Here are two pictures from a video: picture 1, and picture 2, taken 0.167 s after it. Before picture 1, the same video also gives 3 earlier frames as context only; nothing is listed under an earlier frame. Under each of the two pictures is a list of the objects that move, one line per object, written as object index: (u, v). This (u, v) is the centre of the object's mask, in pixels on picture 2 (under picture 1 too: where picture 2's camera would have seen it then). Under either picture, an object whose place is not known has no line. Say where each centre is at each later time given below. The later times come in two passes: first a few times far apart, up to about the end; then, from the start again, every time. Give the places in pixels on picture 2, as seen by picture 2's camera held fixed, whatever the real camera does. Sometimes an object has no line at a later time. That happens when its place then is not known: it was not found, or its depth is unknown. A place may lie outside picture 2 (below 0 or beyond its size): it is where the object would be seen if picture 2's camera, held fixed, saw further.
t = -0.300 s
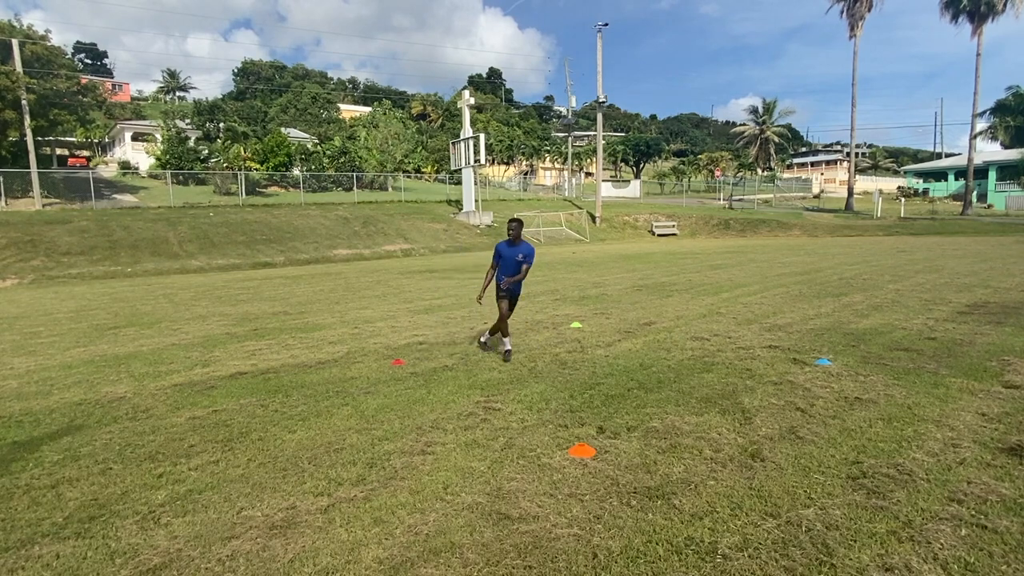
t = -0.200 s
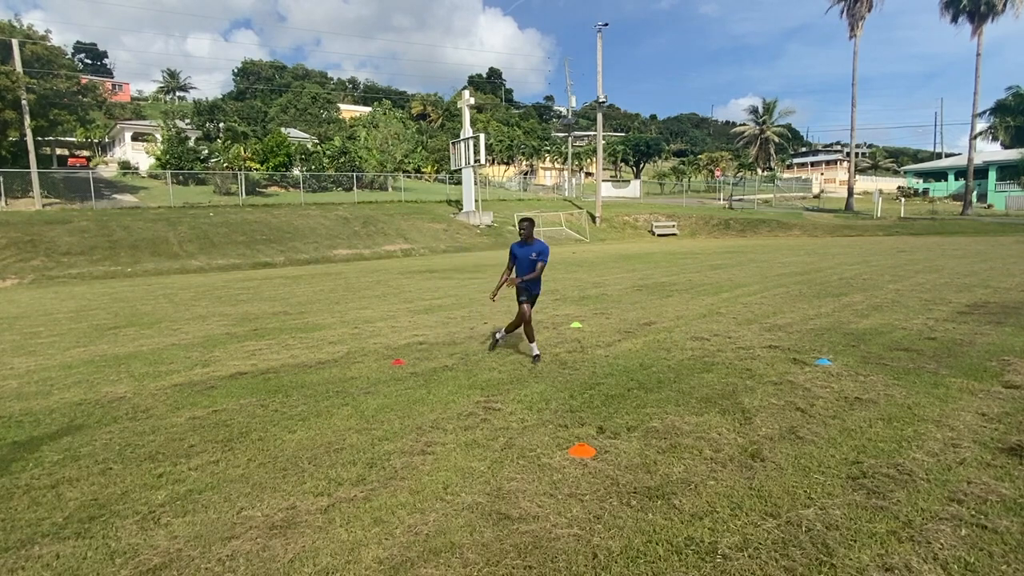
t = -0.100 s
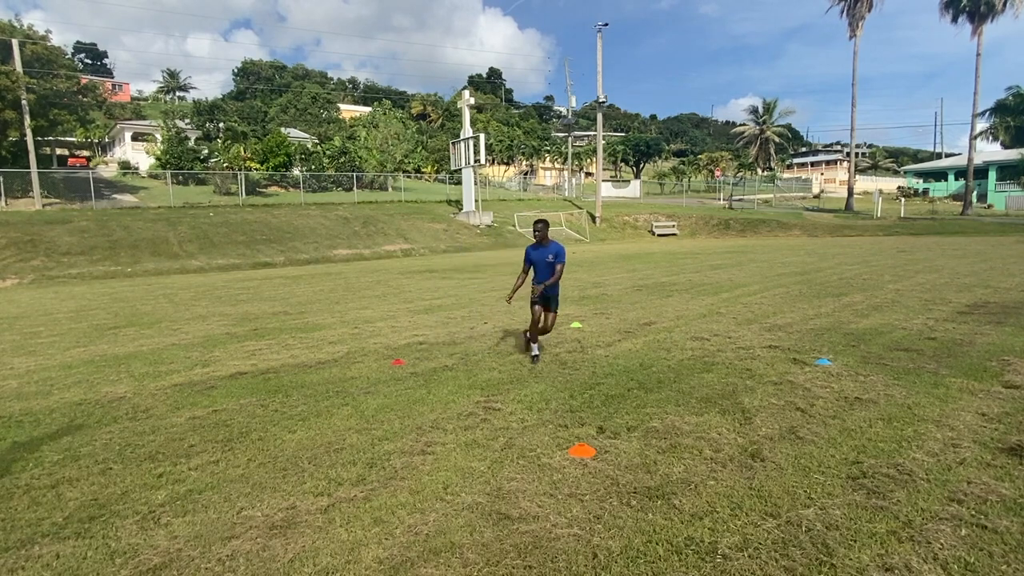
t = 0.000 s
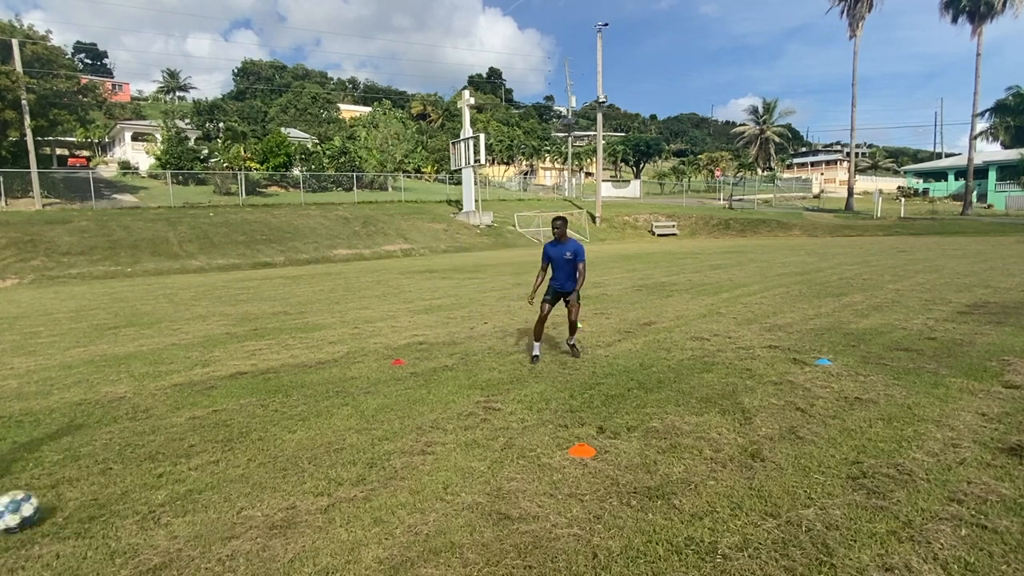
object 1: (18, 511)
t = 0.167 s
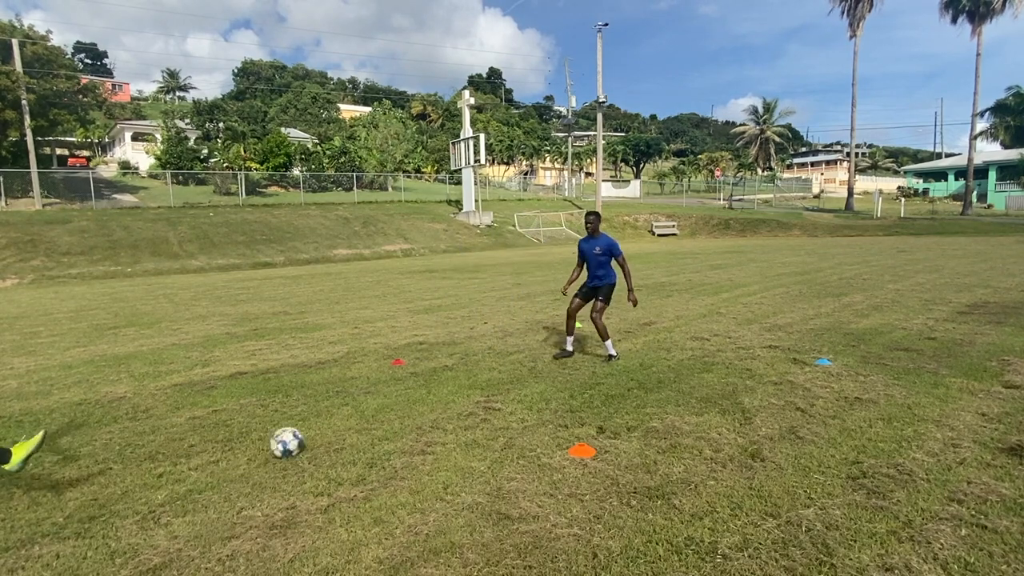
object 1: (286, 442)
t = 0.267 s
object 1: (383, 413)
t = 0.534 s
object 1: (539, 372)
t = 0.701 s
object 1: (596, 357)
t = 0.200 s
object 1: (321, 431)
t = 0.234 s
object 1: (353, 421)
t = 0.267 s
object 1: (383, 413)
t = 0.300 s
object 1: (410, 407)
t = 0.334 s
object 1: (435, 402)
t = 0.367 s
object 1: (456, 395)
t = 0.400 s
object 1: (475, 389)
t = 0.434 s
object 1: (492, 383)
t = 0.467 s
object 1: (509, 378)
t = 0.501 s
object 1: (524, 374)
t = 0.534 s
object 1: (539, 372)
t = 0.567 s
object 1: (552, 368)
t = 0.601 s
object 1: (564, 365)
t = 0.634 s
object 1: (575, 361)
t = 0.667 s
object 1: (586, 360)
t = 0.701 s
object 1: (596, 357)
